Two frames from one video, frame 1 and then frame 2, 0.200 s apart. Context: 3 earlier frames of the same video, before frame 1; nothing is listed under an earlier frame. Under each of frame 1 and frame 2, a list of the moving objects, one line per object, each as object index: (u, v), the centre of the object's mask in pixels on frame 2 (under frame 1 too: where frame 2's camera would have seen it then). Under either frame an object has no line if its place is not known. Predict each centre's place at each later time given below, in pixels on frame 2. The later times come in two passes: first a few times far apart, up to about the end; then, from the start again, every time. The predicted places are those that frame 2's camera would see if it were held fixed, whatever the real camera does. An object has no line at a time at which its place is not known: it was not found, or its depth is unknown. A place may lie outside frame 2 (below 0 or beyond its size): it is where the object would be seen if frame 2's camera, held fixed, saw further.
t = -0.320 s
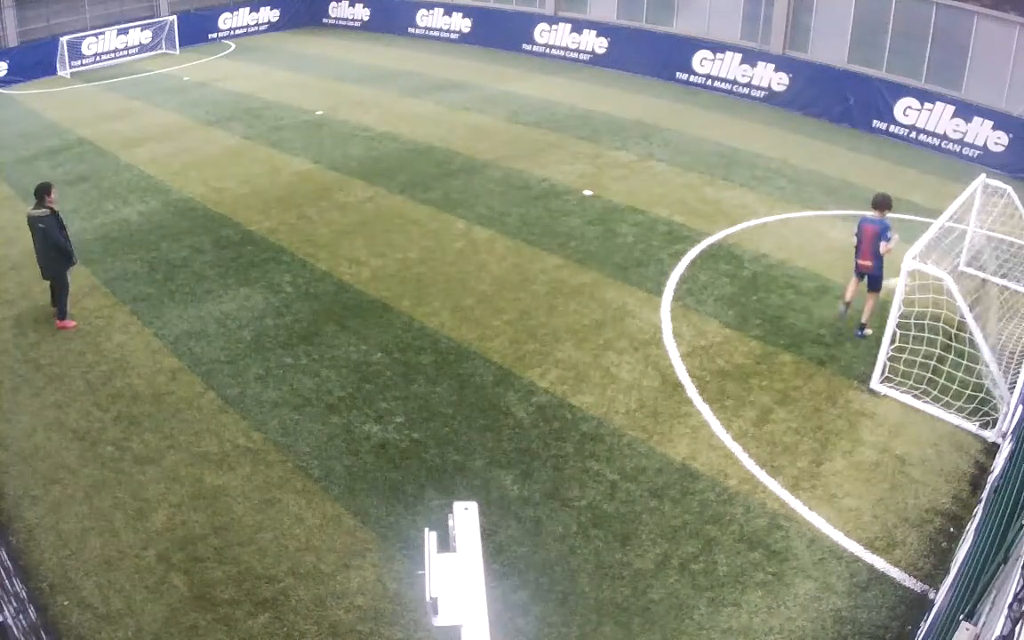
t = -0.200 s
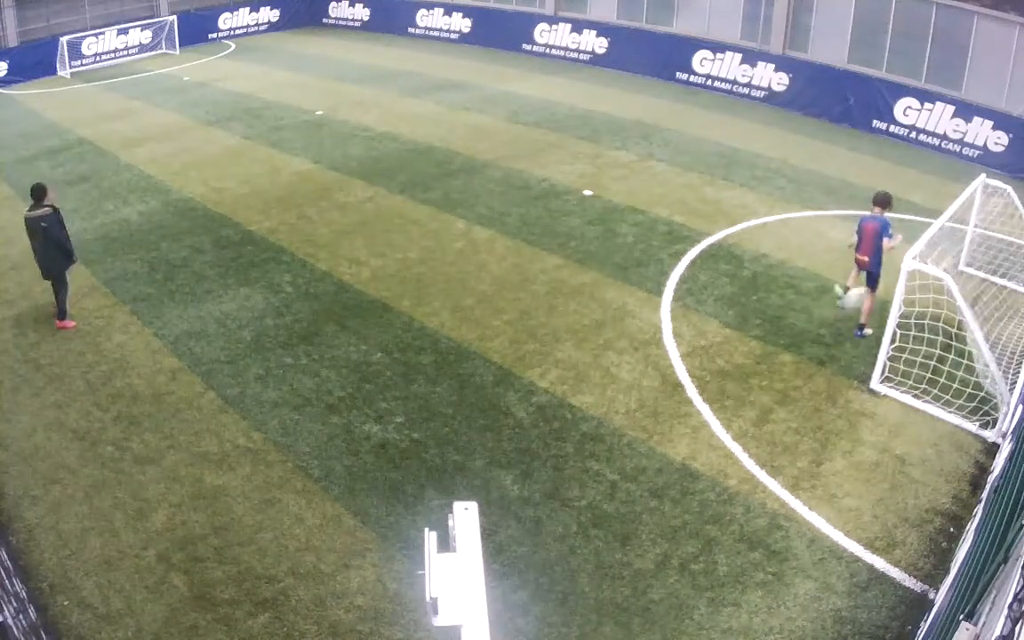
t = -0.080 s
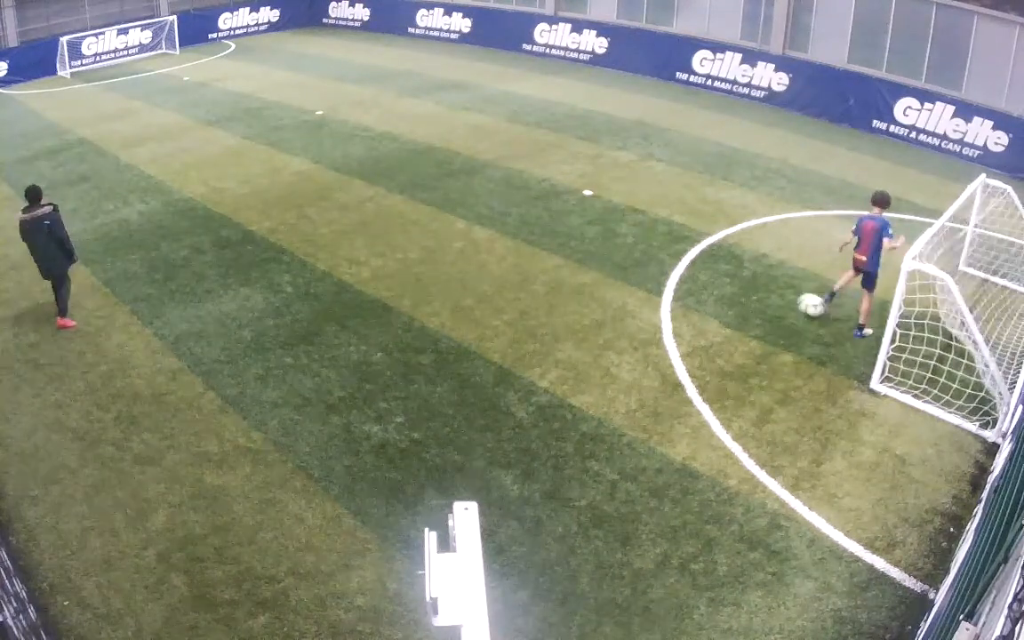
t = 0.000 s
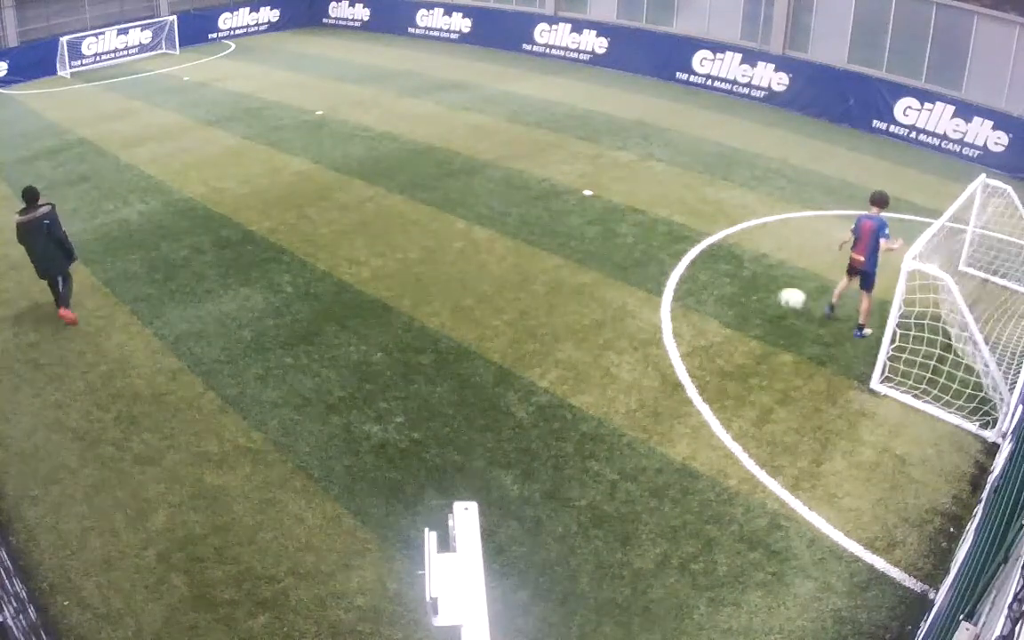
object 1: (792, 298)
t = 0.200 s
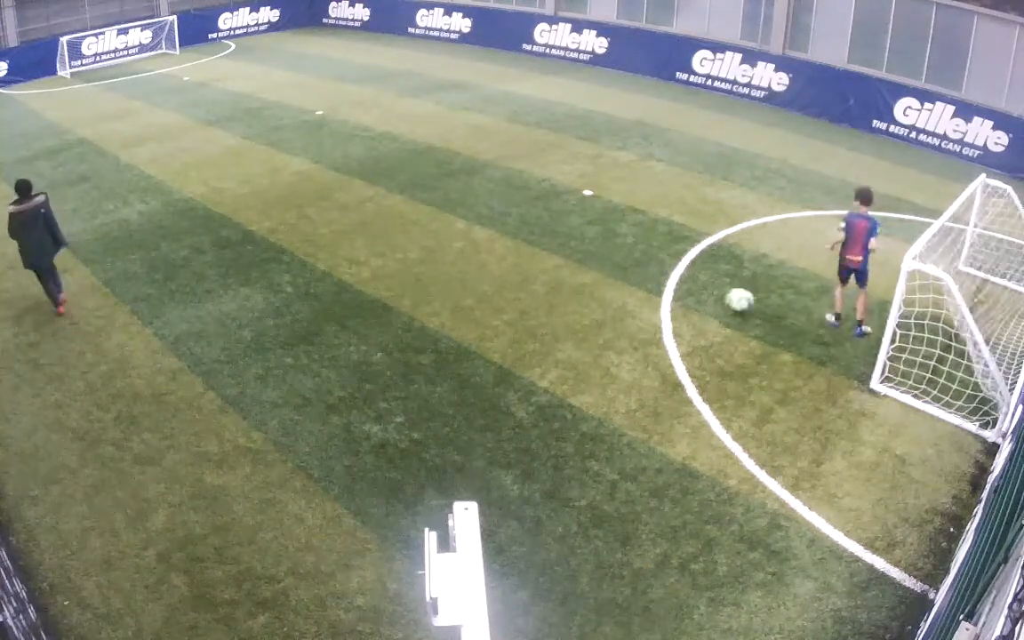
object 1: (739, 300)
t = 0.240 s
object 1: (730, 298)
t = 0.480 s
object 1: (666, 296)
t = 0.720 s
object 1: (608, 294)
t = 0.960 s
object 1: (549, 293)
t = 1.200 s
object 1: (491, 291)
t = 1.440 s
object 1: (438, 290)
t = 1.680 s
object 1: (387, 288)
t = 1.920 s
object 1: (339, 288)
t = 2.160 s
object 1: (294, 286)
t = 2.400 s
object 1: (253, 286)
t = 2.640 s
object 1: (216, 285)
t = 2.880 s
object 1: (181, 285)
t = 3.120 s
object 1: (149, 286)
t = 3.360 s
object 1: (120, 287)
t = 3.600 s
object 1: (94, 287)
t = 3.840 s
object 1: (70, 287)
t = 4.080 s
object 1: (48, 287)
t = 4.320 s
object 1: (30, 286)
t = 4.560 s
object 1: (15, 287)
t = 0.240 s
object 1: (730, 298)
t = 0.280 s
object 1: (718, 298)
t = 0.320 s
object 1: (708, 298)
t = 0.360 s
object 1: (698, 298)
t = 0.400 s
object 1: (688, 296)
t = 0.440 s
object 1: (680, 296)
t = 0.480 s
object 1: (666, 296)
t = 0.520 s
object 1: (654, 295)
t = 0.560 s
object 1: (647, 296)
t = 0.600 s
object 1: (637, 295)
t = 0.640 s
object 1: (627, 295)
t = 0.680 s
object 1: (617, 294)
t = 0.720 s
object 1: (608, 294)
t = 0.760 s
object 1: (598, 294)
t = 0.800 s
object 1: (588, 294)
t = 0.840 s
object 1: (578, 293)
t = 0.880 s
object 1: (569, 294)
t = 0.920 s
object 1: (559, 292)
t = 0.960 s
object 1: (549, 293)
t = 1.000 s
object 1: (539, 293)
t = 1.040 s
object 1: (530, 293)
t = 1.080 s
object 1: (520, 292)
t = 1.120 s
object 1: (510, 292)
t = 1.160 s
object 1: (501, 291)
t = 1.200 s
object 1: (491, 291)
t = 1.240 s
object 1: (483, 291)
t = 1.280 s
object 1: (474, 291)
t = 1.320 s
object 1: (465, 291)
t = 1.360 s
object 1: (456, 290)
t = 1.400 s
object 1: (446, 290)
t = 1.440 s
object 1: (438, 290)
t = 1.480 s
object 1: (429, 290)
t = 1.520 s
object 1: (420, 290)
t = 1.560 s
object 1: (412, 289)
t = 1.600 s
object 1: (404, 290)
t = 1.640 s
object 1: (394, 289)
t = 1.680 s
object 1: (387, 288)
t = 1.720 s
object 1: (378, 288)
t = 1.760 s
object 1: (370, 288)
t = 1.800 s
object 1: (362, 288)
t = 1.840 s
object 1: (355, 288)
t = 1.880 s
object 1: (346, 288)
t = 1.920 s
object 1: (339, 288)
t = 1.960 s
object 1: (331, 288)
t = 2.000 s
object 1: (323, 287)
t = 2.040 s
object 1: (316, 287)
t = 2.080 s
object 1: (309, 287)
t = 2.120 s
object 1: (301, 287)
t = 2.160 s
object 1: (294, 286)
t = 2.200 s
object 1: (287, 286)
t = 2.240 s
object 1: (280, 286)
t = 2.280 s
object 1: (273, 286)
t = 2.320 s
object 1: (267, 286)
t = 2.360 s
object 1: (260, 286)
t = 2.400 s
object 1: (253, 286)
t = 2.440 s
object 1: (247, 286)
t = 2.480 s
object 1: (240, 285)
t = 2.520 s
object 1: (234, 285)
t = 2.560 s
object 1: (228, 285)
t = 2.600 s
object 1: (221, 286)
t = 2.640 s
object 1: (216, 285)
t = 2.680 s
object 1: (209, 285)
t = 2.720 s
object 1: (203, 285)
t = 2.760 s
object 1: (197, 285)
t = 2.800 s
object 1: (192, 285)
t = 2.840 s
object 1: (186, 285)
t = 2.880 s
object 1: (181, 285)
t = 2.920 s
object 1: (176, 286)
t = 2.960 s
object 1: (170, 286)
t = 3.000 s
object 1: (165, 286)
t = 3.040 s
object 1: (159, 286)
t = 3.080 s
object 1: (154, 286)
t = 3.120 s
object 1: (149, 286)
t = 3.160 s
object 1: (144, 286)
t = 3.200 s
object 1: (139, 286)
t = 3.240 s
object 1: (135, 287)
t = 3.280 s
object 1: (130, 286)
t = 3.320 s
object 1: (125, 287)
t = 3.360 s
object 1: (120, 287)
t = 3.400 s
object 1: (115, 287)
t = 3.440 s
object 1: (110, 288)
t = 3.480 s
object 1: (107, 287)
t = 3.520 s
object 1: (102, 287)
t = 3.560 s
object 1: (98, 287)
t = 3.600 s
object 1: (94, 287)
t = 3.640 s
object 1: (90, 287)
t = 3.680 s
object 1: (85, 287)
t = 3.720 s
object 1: (82, 288)
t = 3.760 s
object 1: (77, 288)
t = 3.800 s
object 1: (73, 288)
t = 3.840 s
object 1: (70, 287)
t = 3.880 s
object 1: (66, 287)
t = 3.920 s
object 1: (62, 287)
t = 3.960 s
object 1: (59, 287)
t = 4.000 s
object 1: (54, 288)
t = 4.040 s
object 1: (52, 287)
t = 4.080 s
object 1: (48, 287)
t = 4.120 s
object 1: (45, 287)
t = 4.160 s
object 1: (43, 287)
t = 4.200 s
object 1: (39, 287)
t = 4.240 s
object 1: (36, 287)
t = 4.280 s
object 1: (33, 287)
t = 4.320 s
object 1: (30, 286)
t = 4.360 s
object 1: (27, 287)
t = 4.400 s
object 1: (25, 287)
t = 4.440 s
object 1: (22, 287)
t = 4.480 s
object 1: (19, 287)
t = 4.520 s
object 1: (16, 287)
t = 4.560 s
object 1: (15, 287)
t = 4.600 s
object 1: (12, 287)
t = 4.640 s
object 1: (9, 287)
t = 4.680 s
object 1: (7, 287)
